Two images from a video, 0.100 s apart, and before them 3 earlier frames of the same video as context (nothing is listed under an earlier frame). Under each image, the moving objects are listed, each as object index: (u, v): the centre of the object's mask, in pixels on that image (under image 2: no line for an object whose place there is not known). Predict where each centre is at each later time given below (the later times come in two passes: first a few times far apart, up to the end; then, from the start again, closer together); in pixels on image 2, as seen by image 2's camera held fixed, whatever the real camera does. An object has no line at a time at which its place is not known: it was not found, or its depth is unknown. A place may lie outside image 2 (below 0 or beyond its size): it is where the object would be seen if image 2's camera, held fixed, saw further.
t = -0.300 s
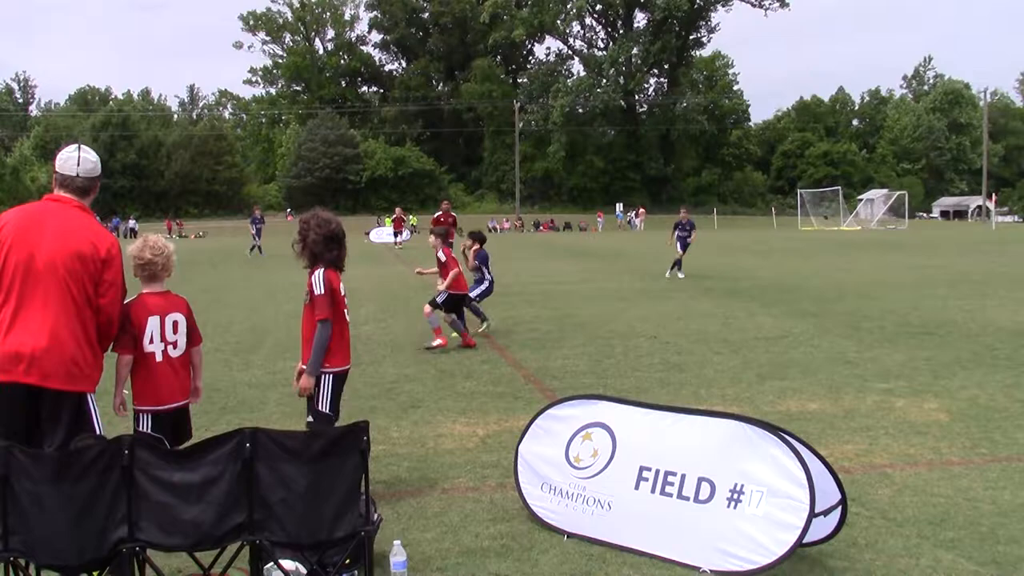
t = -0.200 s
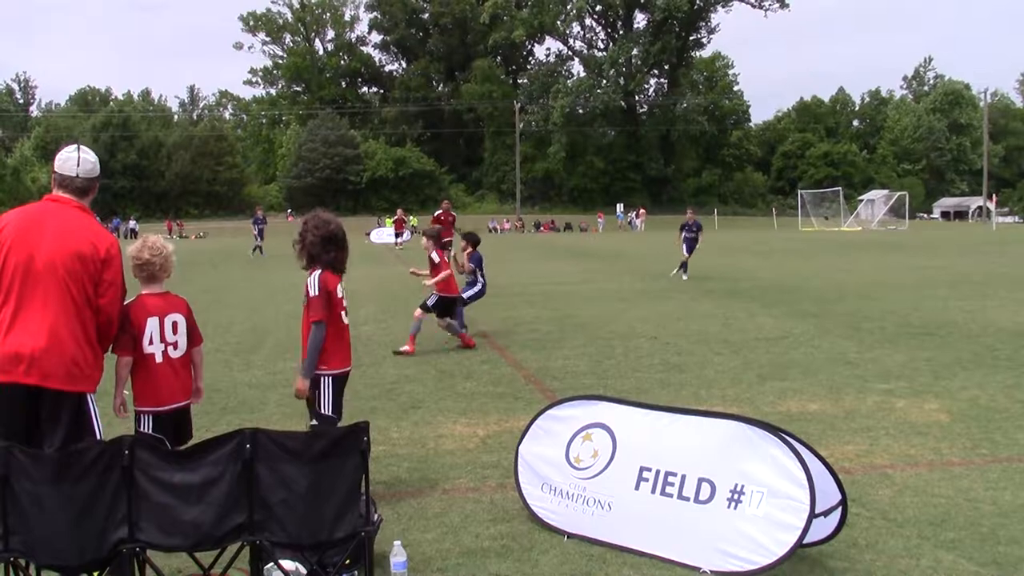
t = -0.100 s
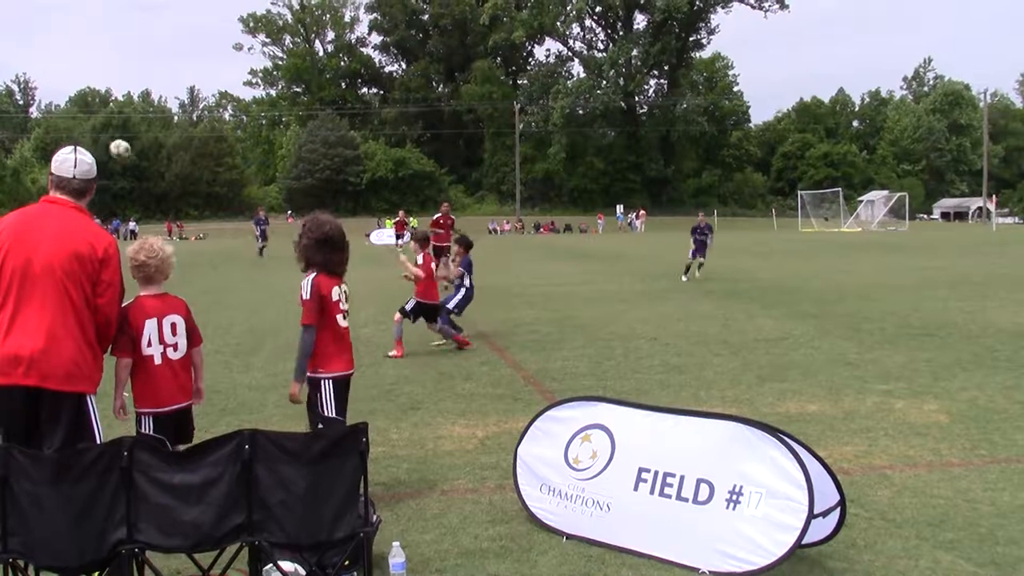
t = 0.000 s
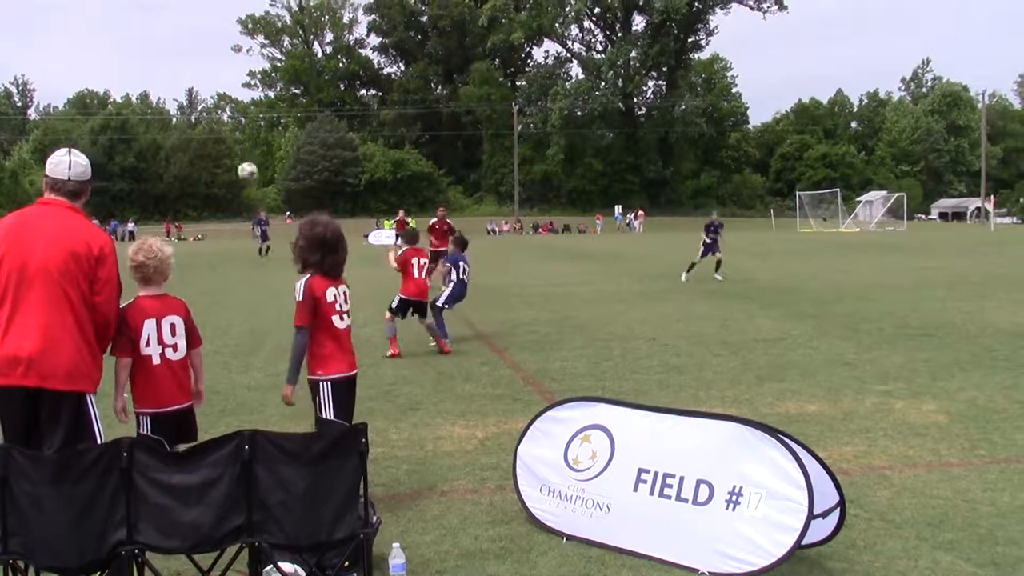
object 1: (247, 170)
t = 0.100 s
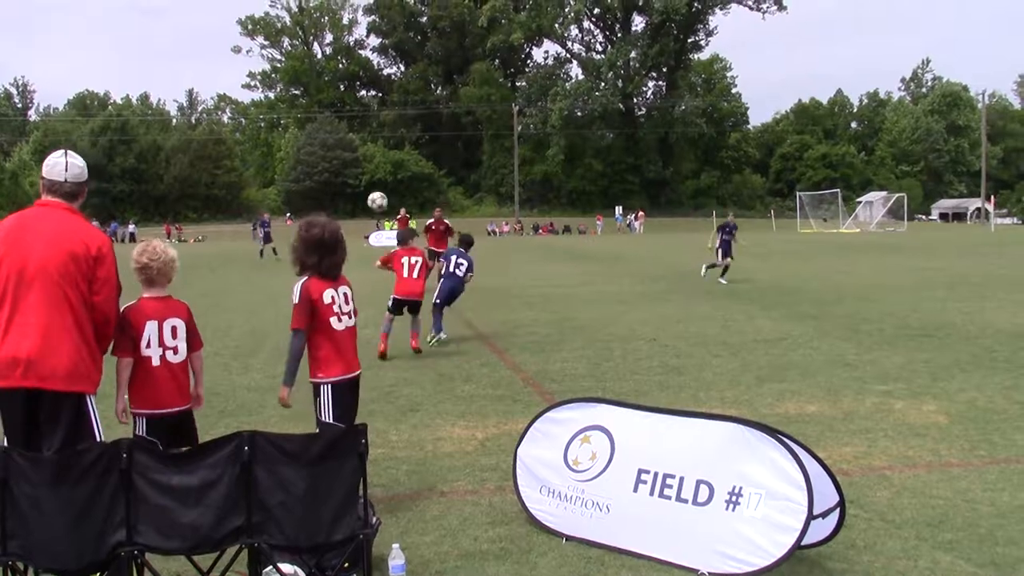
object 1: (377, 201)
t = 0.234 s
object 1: (548, 249)
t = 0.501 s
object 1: (843, 305)
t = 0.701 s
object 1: (997, 261)
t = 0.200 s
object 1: (506, 236)
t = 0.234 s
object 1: (548, 249)
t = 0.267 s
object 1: (590, 263)
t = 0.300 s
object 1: (633, 278)
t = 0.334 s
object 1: (676, 295)
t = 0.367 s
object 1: (719, 311)
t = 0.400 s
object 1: (760, 328)
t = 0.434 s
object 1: (793, 329)
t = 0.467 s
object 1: (818, 317)
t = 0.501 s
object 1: (843, 305)
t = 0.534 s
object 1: (869, 295)
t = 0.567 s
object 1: (895, 286)
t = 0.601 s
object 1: (920, 278)
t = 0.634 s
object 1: (945, 271)
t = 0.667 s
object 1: (970, 265)
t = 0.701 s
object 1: (997, 261)
